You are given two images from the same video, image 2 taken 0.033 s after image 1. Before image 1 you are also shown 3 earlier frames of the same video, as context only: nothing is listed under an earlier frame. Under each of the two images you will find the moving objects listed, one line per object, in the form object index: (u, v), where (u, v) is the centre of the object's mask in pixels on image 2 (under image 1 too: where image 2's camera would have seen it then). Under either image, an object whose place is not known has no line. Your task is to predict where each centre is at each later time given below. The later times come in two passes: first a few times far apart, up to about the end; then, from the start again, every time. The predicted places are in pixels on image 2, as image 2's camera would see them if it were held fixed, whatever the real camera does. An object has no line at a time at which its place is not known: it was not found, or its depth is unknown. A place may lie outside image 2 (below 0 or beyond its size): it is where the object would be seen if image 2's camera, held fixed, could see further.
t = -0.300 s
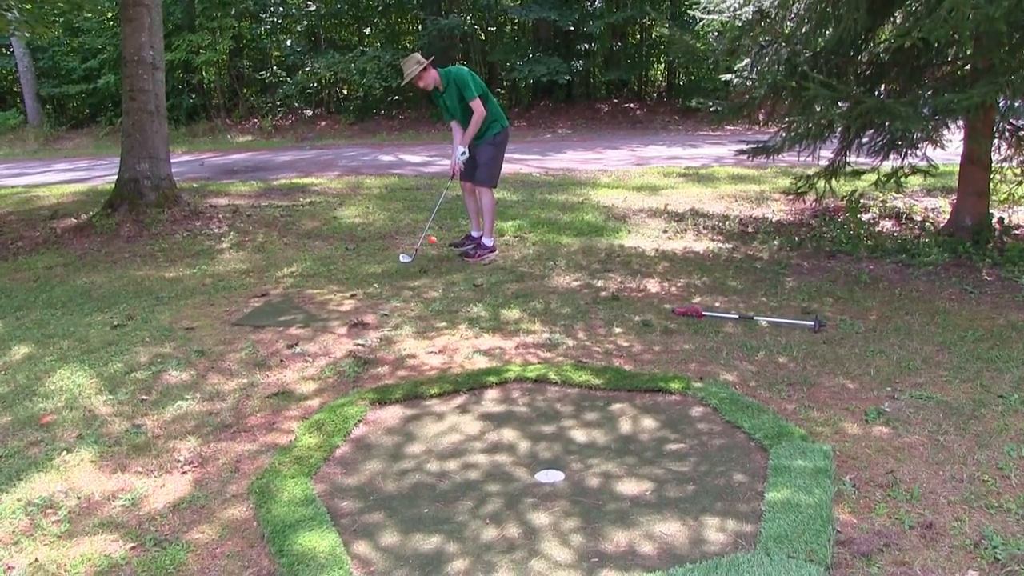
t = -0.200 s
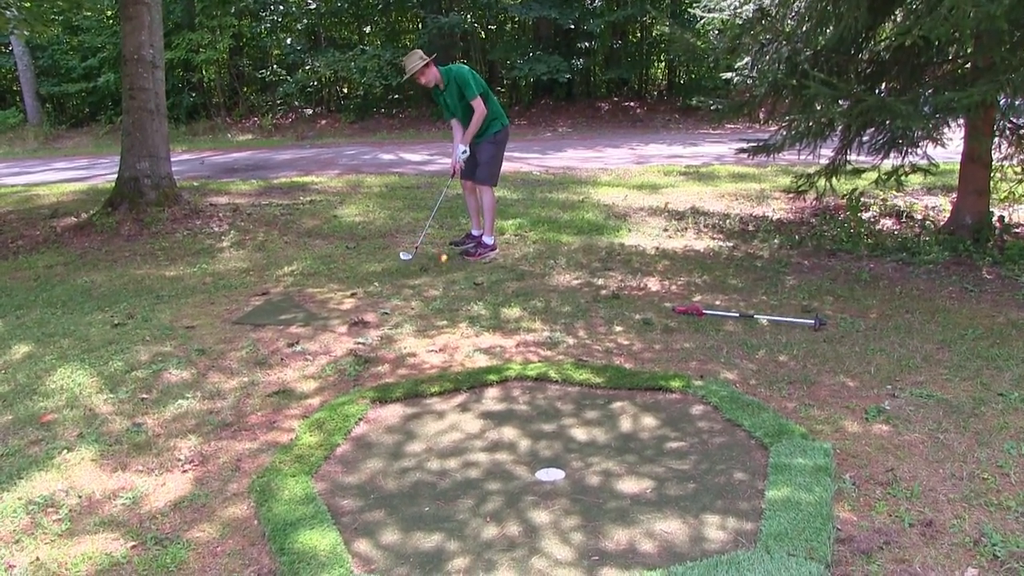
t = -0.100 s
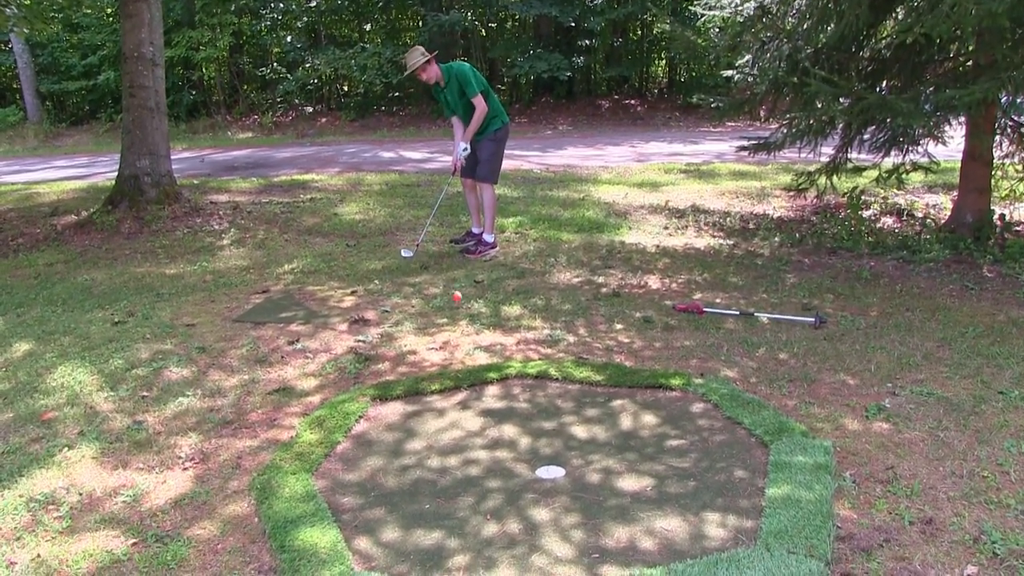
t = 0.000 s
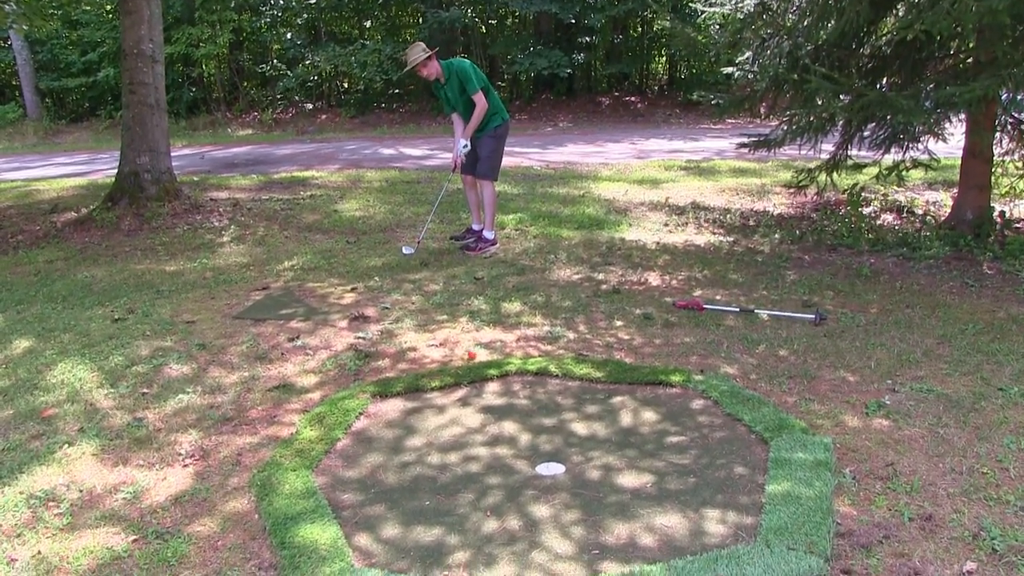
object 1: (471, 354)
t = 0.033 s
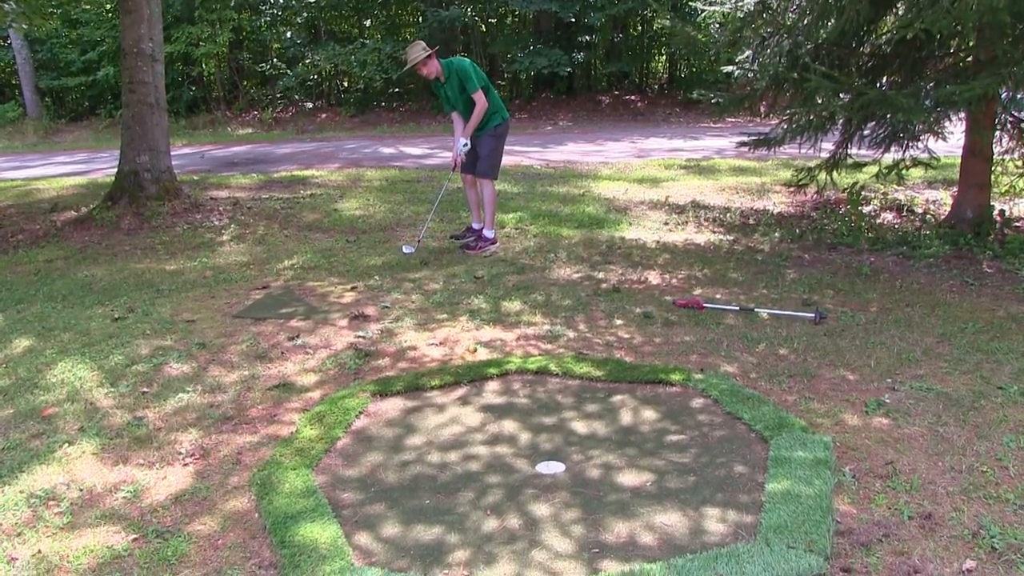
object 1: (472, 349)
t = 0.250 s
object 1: (477, 386)
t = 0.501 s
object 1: (483, 429)
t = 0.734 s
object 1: (490, 482)
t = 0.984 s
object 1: (497, 546)
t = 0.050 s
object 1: (472, 348)
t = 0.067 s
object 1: (472, 348)
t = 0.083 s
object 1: (473, 348)
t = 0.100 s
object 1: (473, 349)
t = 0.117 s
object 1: (473, 351)
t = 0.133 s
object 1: (473, 353)
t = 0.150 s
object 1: (473, 356)
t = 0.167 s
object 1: (474, 358)
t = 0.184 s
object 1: (474, 363)
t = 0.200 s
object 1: (474, 366)
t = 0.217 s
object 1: (476, 372)
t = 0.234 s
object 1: (476, 379)
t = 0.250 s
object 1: (477, 386)
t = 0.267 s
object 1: (477, 391)
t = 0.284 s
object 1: (478, 390)
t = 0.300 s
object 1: (478, 391)
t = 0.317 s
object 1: (478, 392)
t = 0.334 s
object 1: (478, 393)
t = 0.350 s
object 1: (479, 395)
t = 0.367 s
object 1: (479, 399)
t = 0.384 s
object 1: (480, 402)
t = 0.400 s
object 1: (480, 406)
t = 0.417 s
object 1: (481, 411)
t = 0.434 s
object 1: (482, 418)
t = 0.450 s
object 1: (482, 427)
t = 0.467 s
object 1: (482, 428)
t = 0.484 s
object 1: (483, 428)
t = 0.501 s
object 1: (483, 429)
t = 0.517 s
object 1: (483, 431)
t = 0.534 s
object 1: (484, 435)
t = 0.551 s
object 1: (485, 438)
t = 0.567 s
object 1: (485, 442)
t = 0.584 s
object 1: (485, 449)
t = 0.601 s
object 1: (486, 456)
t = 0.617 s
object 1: (485, 458)
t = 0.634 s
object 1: (486, 460)
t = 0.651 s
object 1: (488, 463)
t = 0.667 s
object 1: (488, 467)
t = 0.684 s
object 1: (489, 472)
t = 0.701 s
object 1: (488, 476)
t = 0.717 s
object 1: (490, 478)
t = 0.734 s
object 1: (490, 482)
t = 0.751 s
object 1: (490, 485)
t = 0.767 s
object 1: (490, 491)
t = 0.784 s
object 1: (491, 496)
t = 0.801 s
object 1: (491, 500)
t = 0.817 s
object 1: (491, 503)
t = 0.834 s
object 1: (492, 506)
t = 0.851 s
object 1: (492, 511)
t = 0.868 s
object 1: (492, 517)
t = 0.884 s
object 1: (493, 520)
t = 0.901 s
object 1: (494, 524)
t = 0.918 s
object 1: (494, 529)
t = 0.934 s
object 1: (495, 533)
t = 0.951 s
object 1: (495, 539)
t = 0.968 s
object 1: (496, 542)
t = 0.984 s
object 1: (497, 546)
